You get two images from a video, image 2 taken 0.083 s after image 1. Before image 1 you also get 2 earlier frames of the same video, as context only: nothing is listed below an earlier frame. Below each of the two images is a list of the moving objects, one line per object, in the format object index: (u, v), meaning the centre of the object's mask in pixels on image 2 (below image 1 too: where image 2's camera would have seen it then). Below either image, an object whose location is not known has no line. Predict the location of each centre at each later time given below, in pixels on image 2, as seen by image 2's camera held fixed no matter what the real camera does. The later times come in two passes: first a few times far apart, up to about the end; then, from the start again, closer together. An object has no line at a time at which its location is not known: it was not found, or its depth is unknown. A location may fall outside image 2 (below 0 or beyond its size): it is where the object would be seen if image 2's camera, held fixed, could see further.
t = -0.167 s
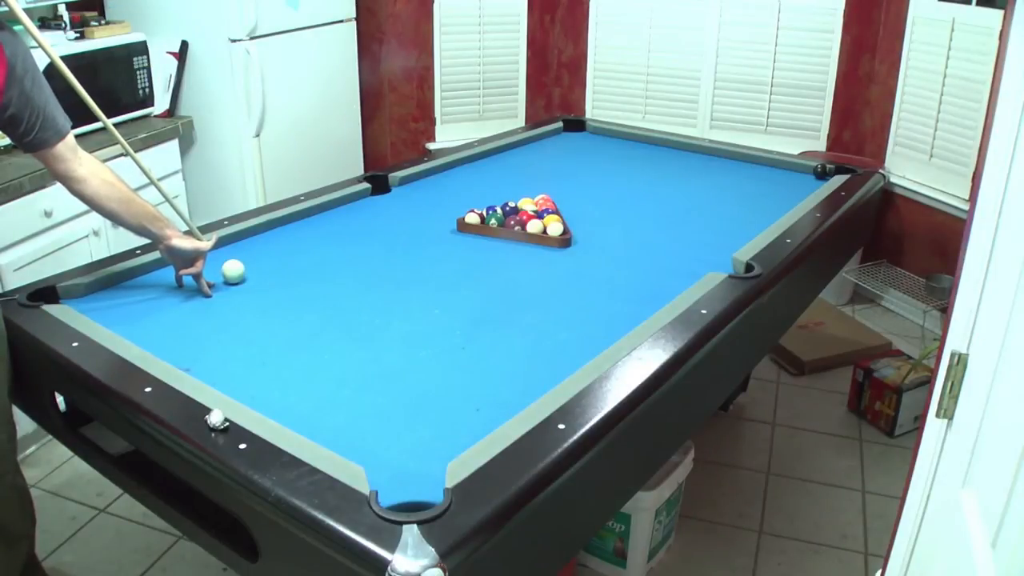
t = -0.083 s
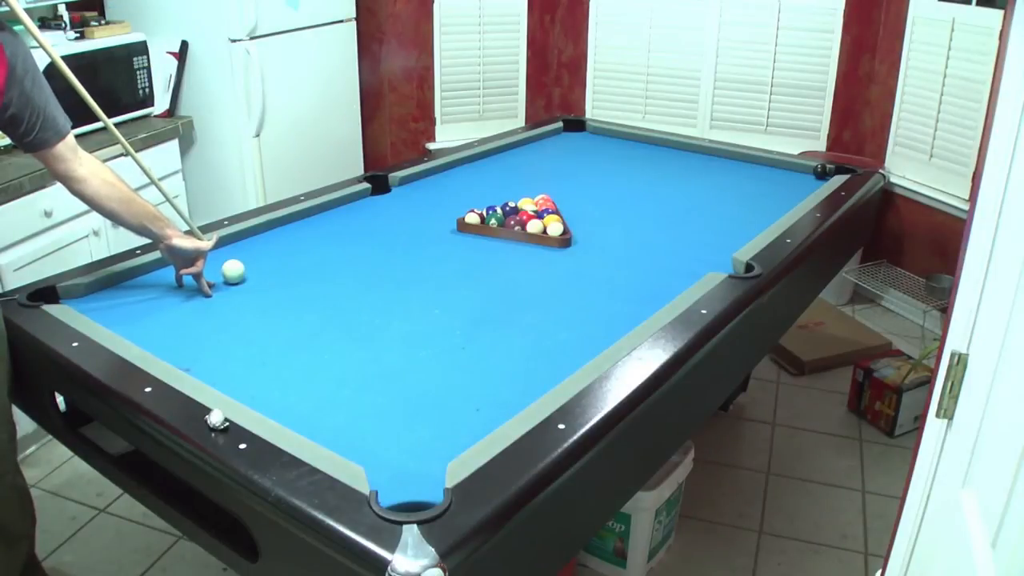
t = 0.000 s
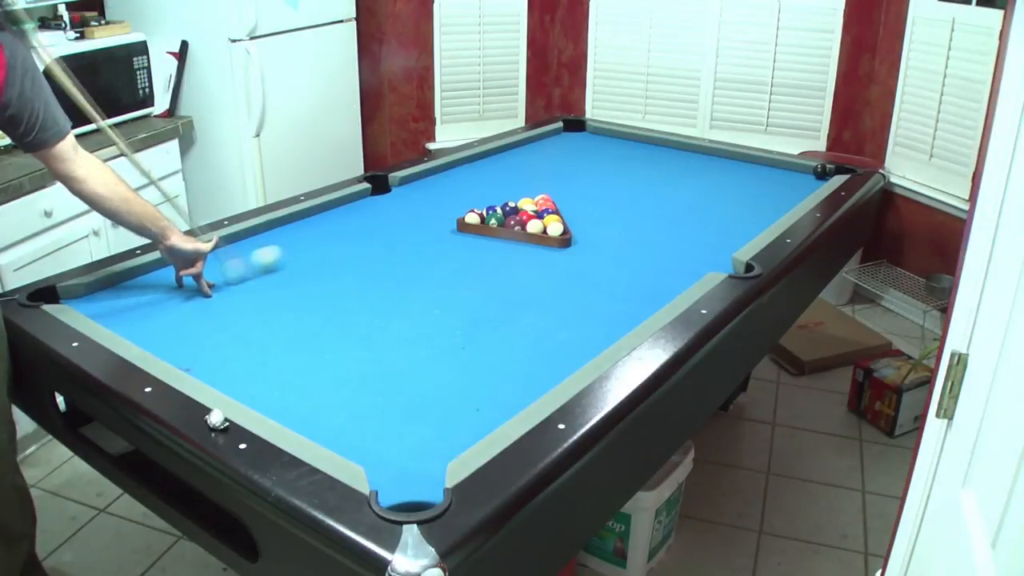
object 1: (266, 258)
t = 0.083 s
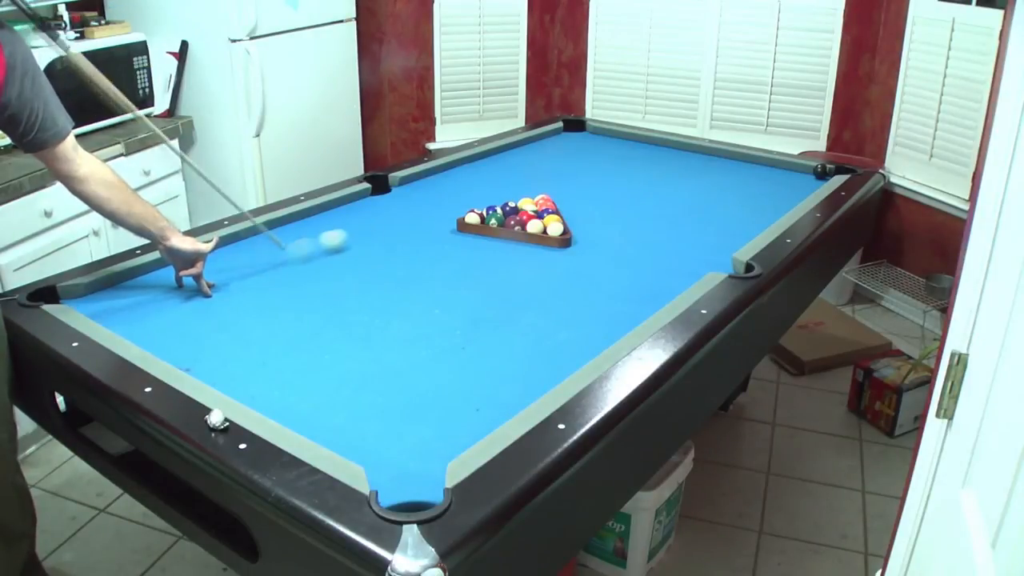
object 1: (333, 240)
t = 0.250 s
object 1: (443, 212)
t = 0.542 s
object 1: (582, 188)
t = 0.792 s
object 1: (678, 179)
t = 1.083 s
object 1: (775, 169)
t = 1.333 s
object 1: (813, 180)
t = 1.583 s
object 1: (784, 190)
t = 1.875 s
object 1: (735, 200)
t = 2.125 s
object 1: (690, 209)
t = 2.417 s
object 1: (636, 219)
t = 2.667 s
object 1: (586, 229)
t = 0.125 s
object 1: (363, 231)
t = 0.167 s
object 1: (392, 224)
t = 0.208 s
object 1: (418, 218)
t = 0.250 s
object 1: (443, 212)
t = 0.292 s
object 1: (464, 205)
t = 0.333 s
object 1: (487, 200)
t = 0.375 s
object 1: (507, 196)
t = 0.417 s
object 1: (527, 192)
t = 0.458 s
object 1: (548, 189)
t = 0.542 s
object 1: (582, 188)
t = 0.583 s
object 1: (598, 187)
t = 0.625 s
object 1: (615, 185)
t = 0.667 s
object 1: (632, 183)
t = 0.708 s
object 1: (648, 182)
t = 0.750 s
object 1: (663, 180)
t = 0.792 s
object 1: (678, 179)
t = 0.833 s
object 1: (693, 177)
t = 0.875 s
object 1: (707, 176)
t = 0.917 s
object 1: (721, 174)
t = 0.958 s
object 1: (735, 173)
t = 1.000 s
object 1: (748, 172)
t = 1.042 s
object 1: (762, 170)
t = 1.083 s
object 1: (775, 169)
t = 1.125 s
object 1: (788, 167)
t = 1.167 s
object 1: (799, 166)
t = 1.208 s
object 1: (804, 170)
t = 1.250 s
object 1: (807, 173)
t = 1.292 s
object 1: (810, 177)
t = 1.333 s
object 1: (813, 180)
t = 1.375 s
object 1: (816, 182)
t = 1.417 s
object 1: (811, 184)
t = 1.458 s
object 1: (805, 186)
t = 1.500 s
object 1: (799, 188)
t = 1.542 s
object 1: (793, 189)
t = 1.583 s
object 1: (784, 190)
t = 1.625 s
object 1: (778, 192)
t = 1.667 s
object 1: (771, 193)
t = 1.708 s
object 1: (765, 195)
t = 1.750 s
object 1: (758, 196)
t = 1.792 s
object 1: (751, 197)
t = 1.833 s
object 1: (742, 199)
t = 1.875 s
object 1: (735, 200)
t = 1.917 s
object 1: (728, 202)
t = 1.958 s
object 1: (720, 203)
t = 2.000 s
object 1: (713, 205)
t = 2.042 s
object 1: (706, 206)
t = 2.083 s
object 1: (698, 207)
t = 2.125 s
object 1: (690, 209)
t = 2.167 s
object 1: (682, 210)
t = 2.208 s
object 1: (674, 212)
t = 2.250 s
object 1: (668, 213)
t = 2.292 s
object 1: (659, 215)
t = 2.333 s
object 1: (651, 216)
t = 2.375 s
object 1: (644, 218)
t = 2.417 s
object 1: (636, 219)
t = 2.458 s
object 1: (627, 221)
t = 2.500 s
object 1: (620, 222)
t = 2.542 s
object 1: (611, 224)
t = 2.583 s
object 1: (602, 225)
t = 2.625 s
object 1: (594, 227)
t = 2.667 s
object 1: (586, 229)
